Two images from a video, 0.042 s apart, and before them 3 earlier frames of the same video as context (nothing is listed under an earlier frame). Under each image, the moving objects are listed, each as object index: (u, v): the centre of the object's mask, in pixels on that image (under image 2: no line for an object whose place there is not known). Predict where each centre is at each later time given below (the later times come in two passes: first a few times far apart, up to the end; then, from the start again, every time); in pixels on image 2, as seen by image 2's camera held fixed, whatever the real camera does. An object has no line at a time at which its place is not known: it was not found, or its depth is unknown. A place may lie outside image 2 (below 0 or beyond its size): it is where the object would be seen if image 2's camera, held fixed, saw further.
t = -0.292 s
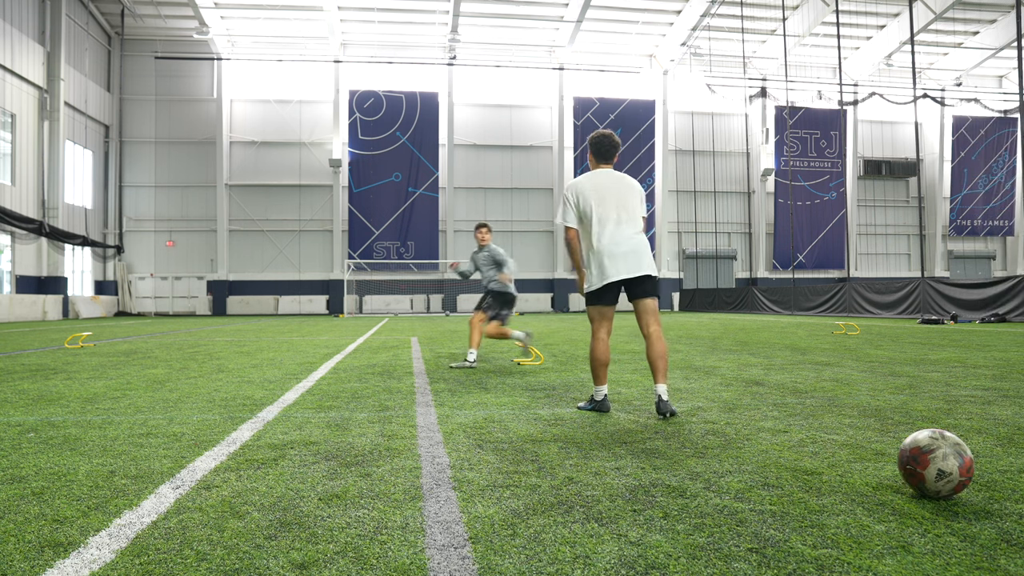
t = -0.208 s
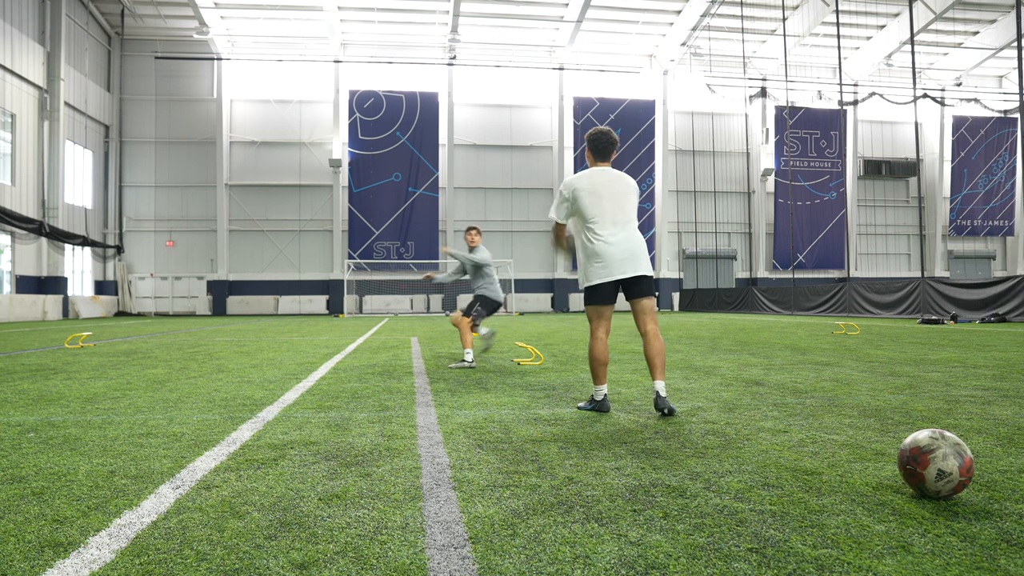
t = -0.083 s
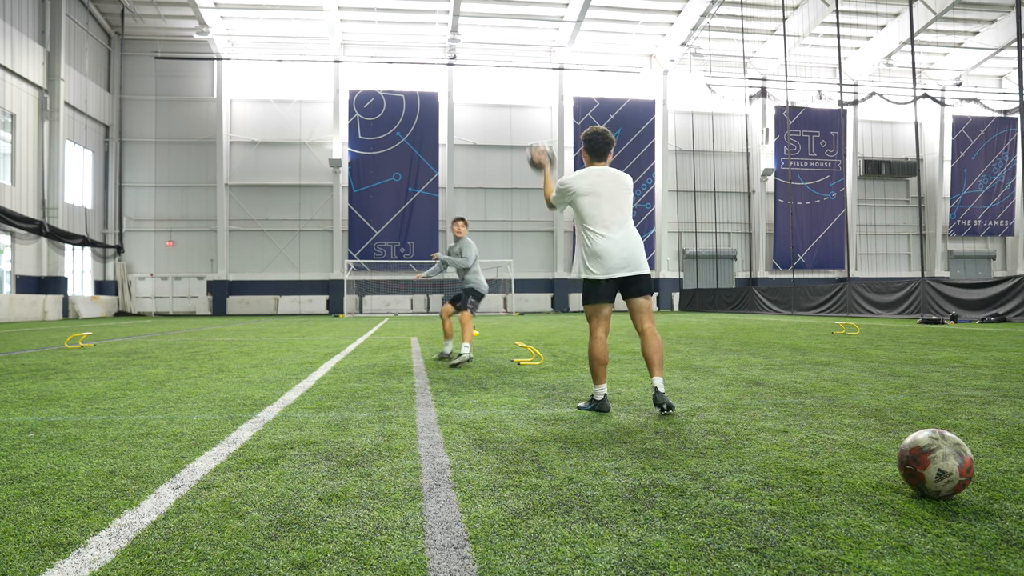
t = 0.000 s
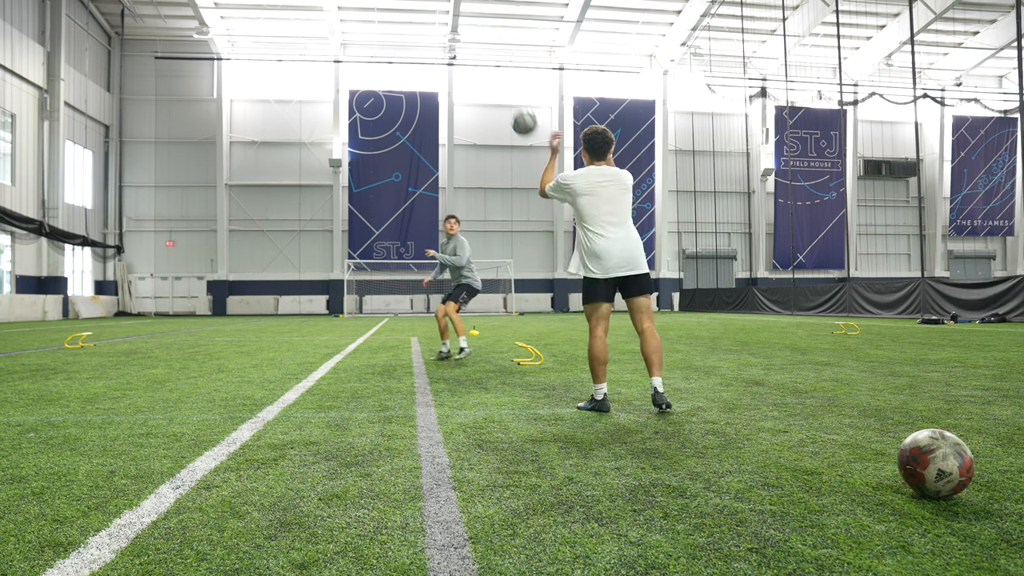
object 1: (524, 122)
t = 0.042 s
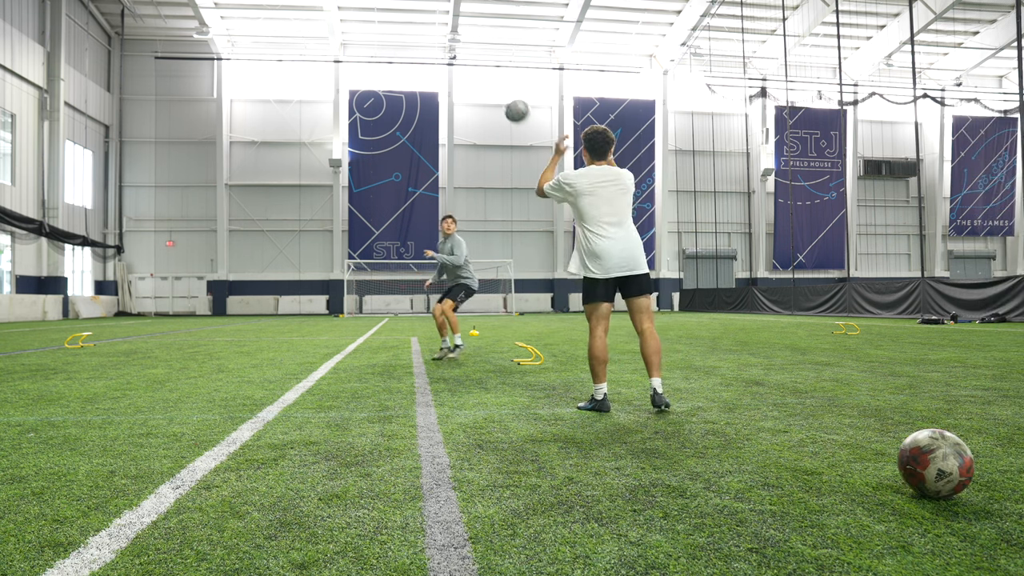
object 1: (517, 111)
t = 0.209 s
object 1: (491, 85)
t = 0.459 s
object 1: (464, 104)
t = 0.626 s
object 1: (450, 140)
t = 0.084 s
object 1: (510, 101)
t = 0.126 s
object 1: (503, 94)
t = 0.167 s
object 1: (497, 88)
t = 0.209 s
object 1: (491, 85)
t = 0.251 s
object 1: (486, 84)
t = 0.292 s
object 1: (481, 85)
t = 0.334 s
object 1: (476, 87)
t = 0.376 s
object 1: (472, 91)
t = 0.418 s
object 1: (467, 97)
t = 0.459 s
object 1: (464, 104)
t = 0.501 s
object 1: (460, 111)
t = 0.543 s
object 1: (457, 120)
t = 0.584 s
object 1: (453, 129)
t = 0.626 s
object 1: (450, 140)
